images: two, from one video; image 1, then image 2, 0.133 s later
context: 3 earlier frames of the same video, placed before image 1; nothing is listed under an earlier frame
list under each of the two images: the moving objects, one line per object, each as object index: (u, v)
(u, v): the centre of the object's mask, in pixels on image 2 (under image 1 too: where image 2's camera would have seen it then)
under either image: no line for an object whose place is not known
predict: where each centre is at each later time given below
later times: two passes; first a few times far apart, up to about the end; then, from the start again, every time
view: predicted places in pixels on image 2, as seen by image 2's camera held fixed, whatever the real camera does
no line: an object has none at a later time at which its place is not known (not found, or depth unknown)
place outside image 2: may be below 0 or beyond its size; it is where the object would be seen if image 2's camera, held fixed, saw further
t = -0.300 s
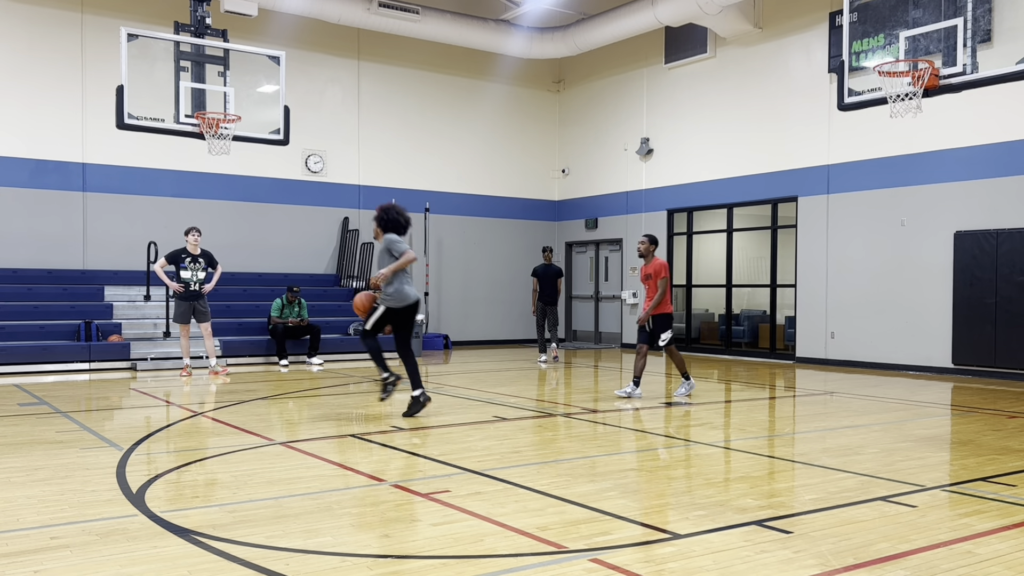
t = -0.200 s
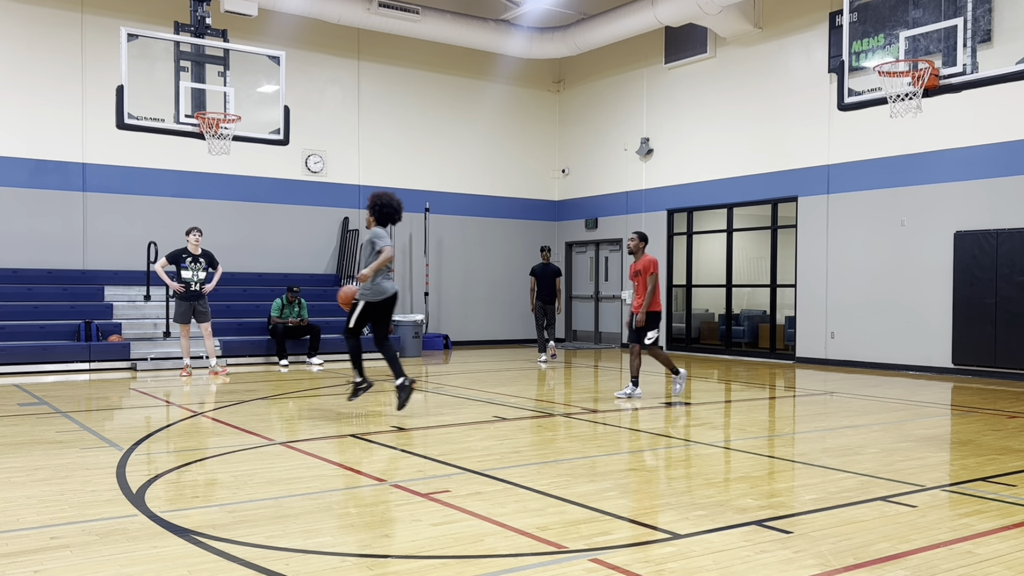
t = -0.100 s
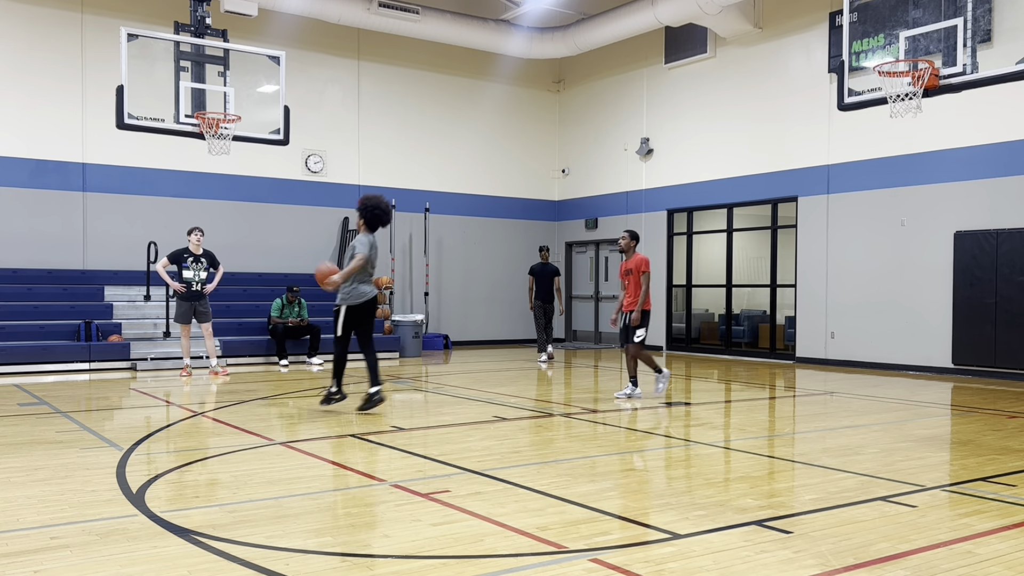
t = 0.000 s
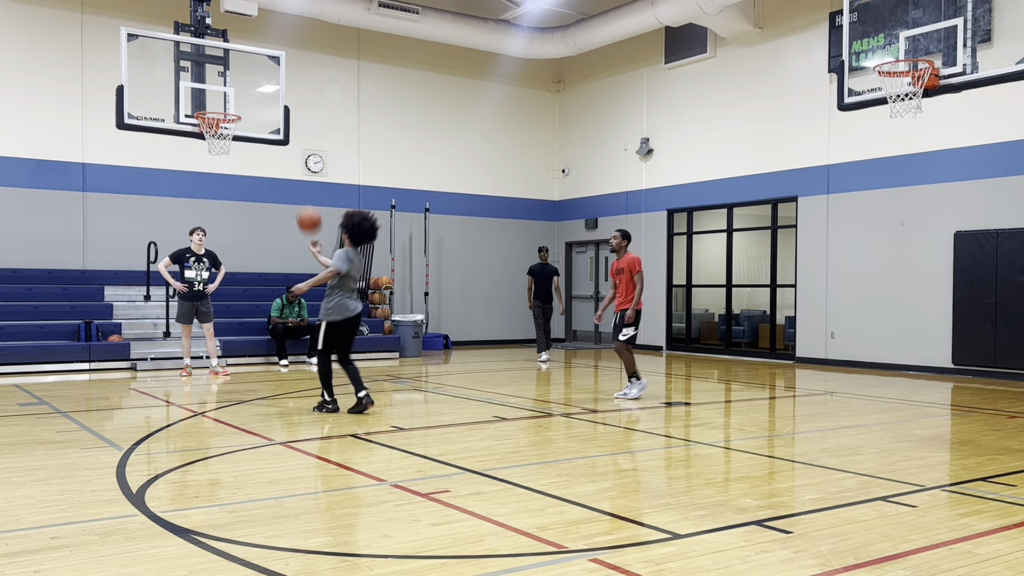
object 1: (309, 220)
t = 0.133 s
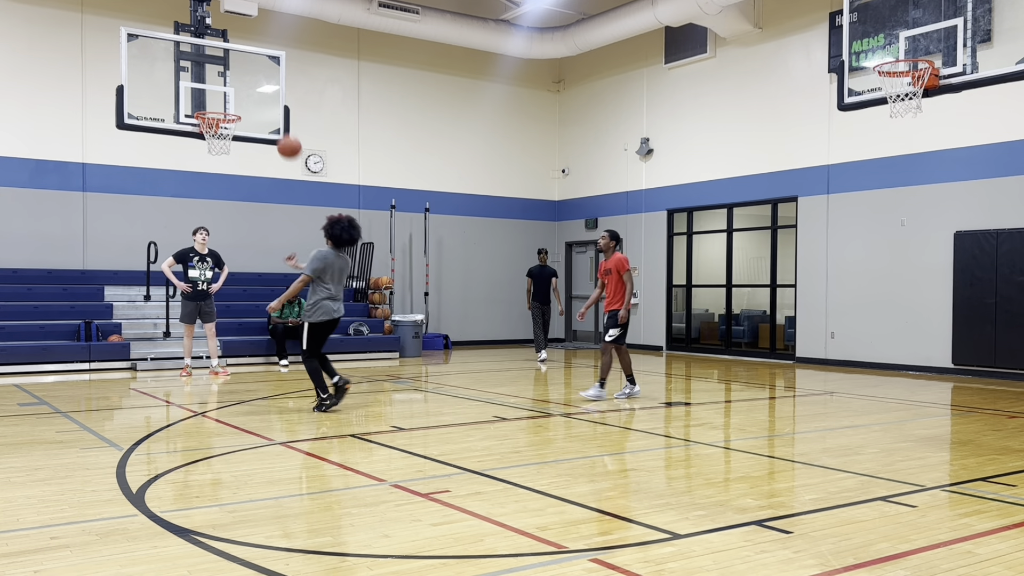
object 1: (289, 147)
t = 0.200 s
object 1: (280, 118)
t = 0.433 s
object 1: (248, 55)
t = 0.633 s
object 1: (223, 45)
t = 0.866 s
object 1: (196, 77)
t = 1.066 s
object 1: (185, 106)
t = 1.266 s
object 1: (163, 116)
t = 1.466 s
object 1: (138, 166)
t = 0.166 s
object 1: (284, 133)
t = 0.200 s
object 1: (280, 118)
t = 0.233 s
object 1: (275, 106)
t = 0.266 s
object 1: (270, 94)
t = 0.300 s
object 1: (266, 84)
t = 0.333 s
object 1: (261, 75)
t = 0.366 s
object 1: (257, 68)
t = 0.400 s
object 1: (252, 61)
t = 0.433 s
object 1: (248, 55)
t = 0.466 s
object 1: (244, 51)
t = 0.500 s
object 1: (240, 47)
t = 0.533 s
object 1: (235, 45)
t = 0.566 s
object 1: (231, 44)
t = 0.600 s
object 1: (227, 44)
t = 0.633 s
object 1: (223, 45)
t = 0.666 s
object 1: (219, 47)
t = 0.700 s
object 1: (215, 50)
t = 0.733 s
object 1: (210, 53)
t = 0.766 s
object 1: (206, 58)
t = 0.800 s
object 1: (203, 63)
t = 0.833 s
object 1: (199, 70)
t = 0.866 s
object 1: (196, 77)
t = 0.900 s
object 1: (192, 85)
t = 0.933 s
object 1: (188, 95)
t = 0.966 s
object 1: (187, 99)
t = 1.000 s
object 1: (186, 101)
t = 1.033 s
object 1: (187, 105)
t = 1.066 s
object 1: (185, 106)
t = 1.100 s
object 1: (181, 105)
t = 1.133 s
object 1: (178, 105)
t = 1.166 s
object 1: (174, 106)
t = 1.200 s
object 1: (170, 109)
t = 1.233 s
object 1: (167, 112)
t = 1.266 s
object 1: (163, 116)
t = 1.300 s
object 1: (158, 122)
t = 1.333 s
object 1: (155, 128)
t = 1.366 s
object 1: (151, 136)
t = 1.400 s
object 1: (146, 144)
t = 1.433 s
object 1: (142, 154)
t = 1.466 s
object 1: (138, 166)
